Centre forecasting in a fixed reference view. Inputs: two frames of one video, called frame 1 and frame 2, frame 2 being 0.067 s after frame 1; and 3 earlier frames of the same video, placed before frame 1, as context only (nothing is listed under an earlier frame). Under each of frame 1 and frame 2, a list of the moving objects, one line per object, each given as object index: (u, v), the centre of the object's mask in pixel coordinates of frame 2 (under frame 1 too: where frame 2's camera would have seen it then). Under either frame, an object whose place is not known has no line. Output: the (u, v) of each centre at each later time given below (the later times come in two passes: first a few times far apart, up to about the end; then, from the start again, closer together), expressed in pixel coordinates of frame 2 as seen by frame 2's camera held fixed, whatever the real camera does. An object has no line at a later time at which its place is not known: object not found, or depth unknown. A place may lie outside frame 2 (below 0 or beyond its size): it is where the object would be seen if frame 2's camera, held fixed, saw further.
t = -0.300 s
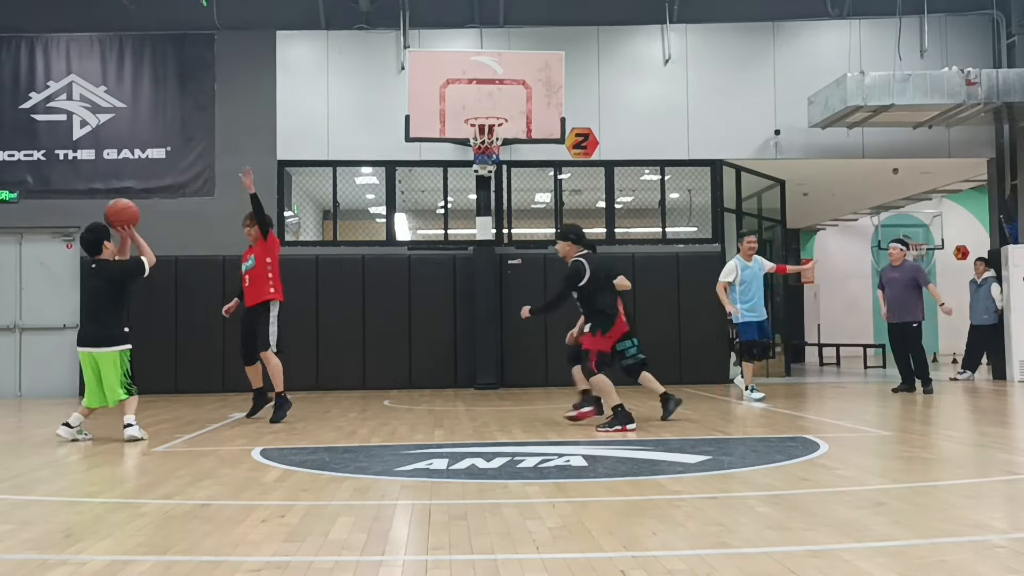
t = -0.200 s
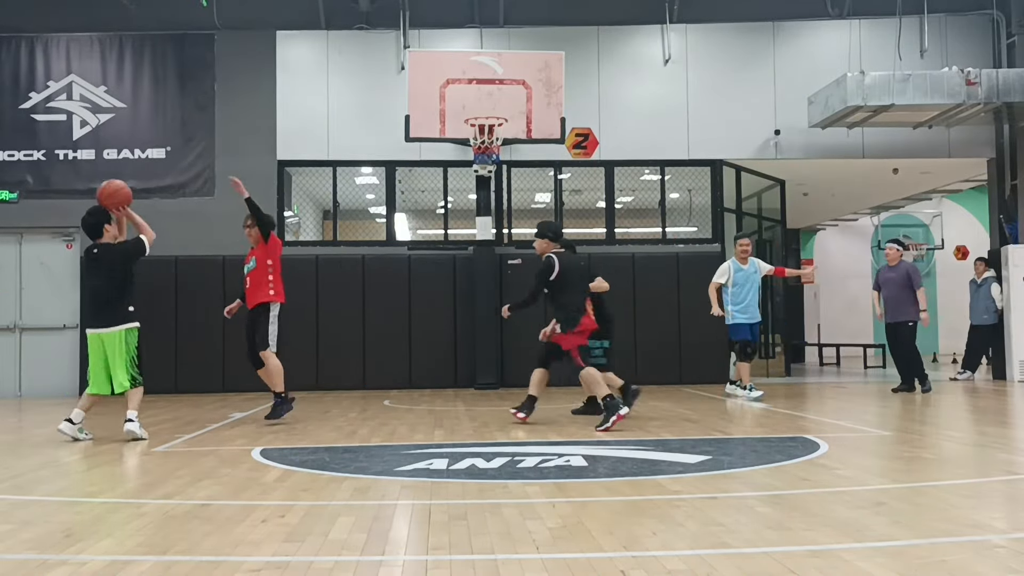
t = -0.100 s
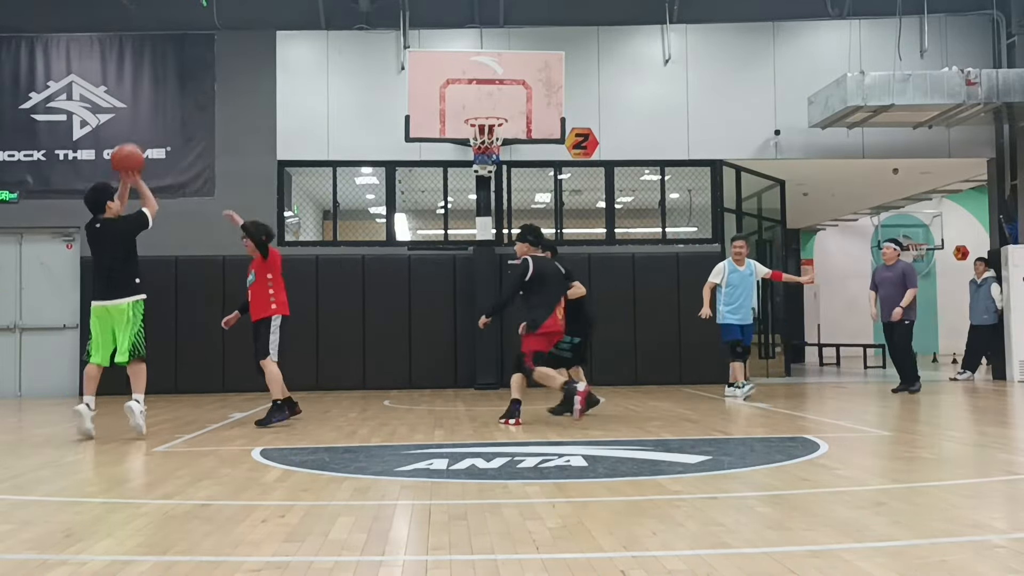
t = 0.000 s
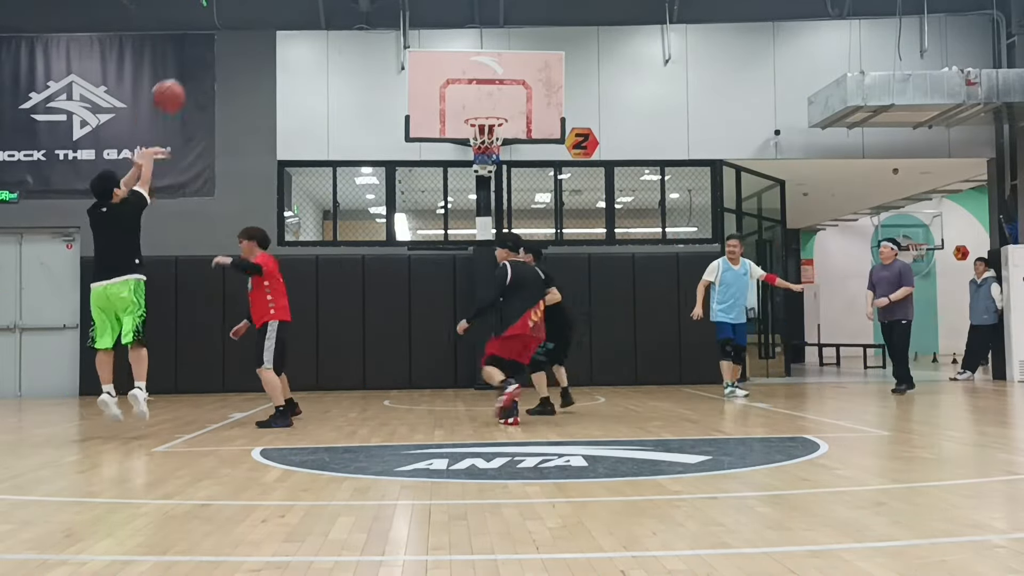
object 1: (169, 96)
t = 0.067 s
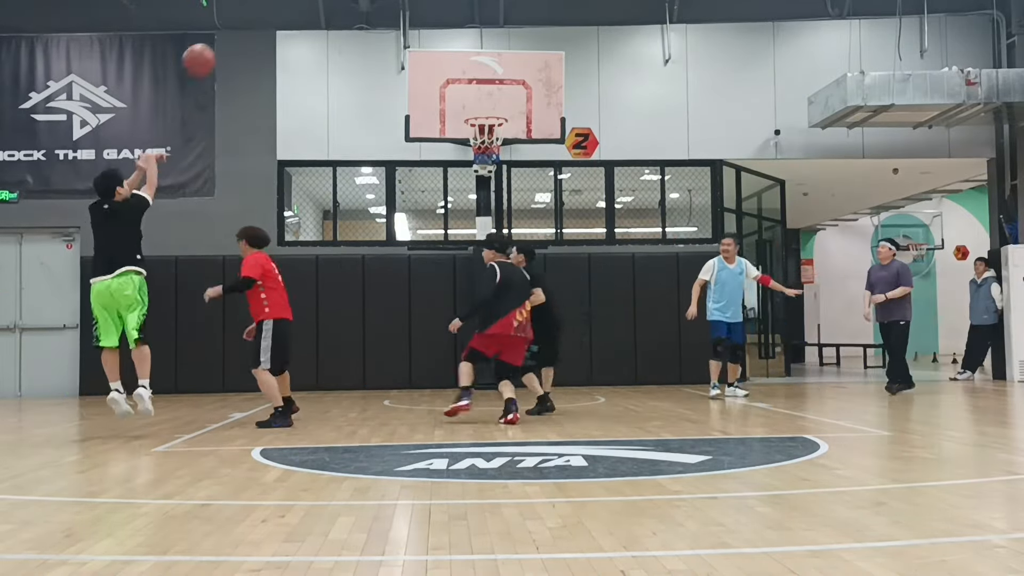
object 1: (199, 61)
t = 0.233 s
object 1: (269, 7)
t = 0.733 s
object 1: (426, 20)
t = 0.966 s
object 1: (483, 103)
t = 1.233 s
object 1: (505, 157)
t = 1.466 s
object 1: (508, 214)
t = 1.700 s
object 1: (512, 316)
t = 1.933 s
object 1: (506, 342)
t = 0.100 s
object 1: (214, 45)
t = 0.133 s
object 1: (228, 32)
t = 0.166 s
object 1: (242, 20)
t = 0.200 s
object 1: (255, 12)
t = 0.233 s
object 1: (269, 7)
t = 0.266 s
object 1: (283, 5)
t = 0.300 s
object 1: (295, 2)
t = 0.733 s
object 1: (426, 20)
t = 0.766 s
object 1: (434, 29)
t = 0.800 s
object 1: (443, 39)
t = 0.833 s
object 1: (451, 51)
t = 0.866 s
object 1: (459, 63)
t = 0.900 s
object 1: (467, 76)
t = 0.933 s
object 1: (475, 90)
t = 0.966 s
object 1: (483, 103)
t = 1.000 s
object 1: (491, 116)
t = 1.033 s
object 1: (505, 135)
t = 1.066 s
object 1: (502, 143)
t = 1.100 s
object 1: (505, 146)
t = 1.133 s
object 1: (505, 146)
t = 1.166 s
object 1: (504, 150)
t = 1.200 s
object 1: (505, 152)
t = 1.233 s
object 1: (505, 157)
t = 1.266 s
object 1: (506, 162)
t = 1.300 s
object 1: (506, 168)
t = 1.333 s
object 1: (506, 175)
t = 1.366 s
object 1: (507, 184)
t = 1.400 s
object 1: (507, 192)
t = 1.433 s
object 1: (507, 203)
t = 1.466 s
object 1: (508, 214)
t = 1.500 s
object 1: (508, 225)
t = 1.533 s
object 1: (509, 239)
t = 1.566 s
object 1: (510, 252)
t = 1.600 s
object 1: (510, 267)
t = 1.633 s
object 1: (511, 282)
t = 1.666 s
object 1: (511, 299)
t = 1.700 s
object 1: (512, 316)
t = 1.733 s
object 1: (512, 334)
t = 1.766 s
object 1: (513, 353)
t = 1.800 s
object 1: (513, 373)
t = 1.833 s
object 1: (513, 385)
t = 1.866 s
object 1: (511, 370)
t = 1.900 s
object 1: (509, 356)
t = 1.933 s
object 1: (506, 342)
